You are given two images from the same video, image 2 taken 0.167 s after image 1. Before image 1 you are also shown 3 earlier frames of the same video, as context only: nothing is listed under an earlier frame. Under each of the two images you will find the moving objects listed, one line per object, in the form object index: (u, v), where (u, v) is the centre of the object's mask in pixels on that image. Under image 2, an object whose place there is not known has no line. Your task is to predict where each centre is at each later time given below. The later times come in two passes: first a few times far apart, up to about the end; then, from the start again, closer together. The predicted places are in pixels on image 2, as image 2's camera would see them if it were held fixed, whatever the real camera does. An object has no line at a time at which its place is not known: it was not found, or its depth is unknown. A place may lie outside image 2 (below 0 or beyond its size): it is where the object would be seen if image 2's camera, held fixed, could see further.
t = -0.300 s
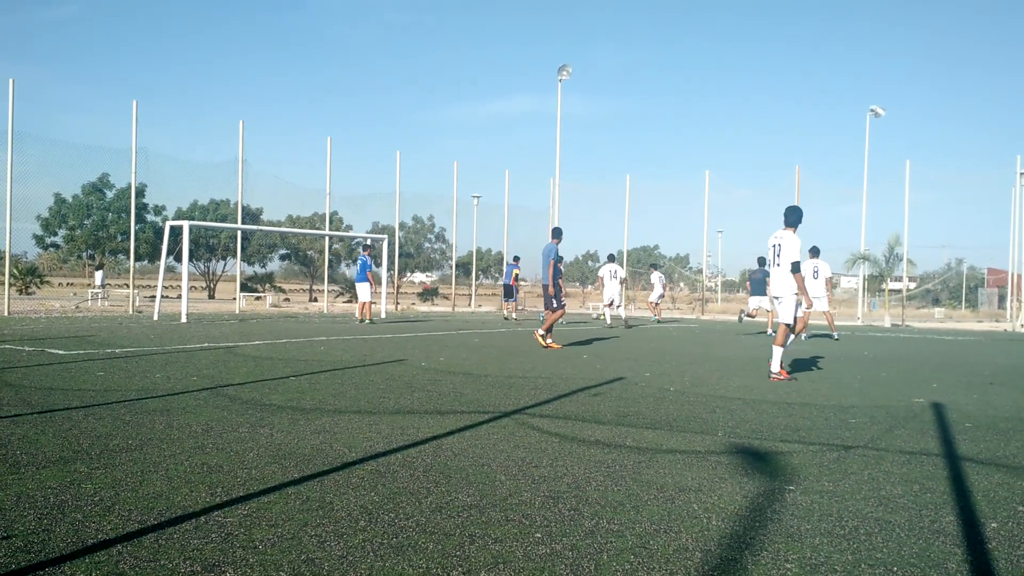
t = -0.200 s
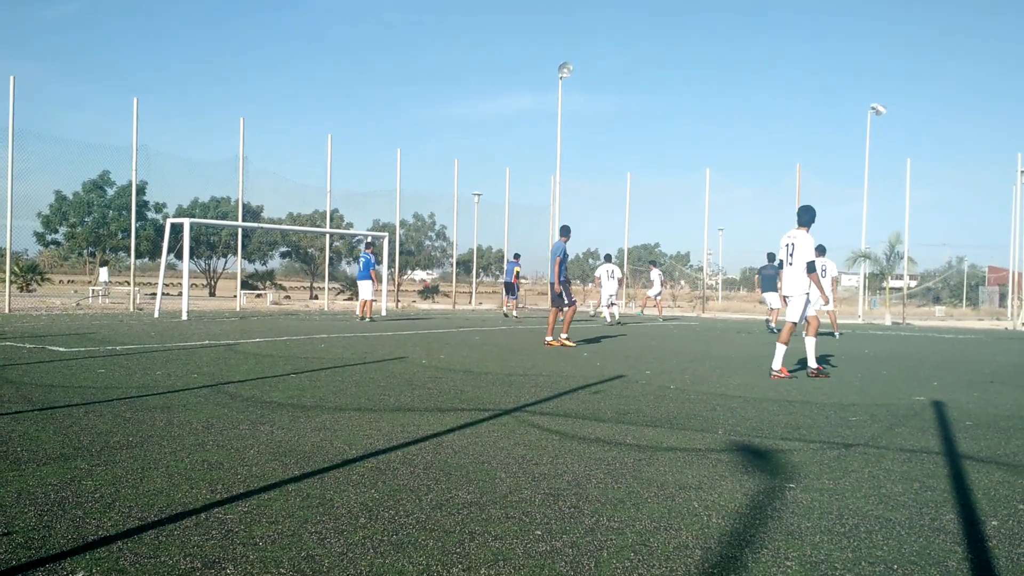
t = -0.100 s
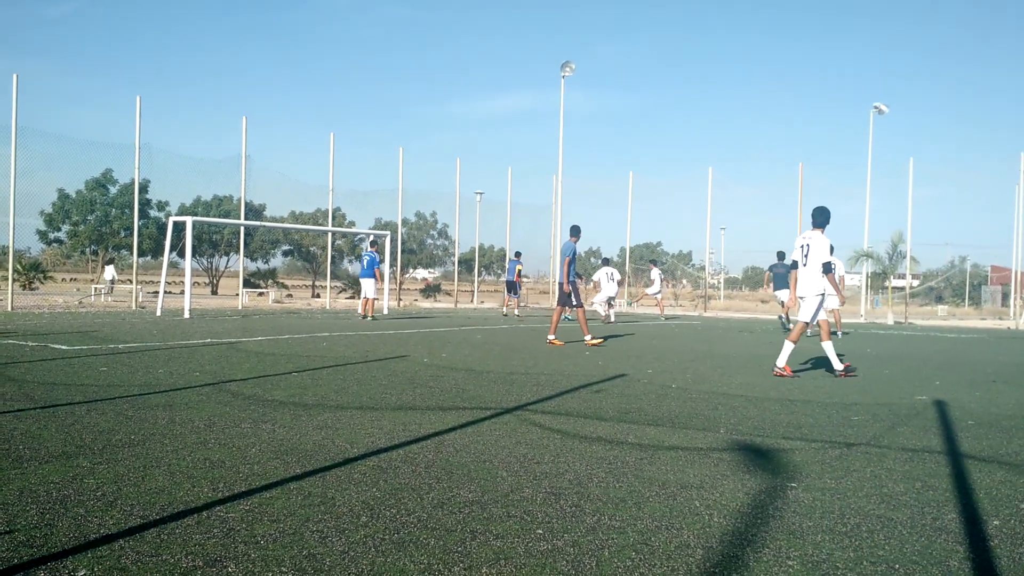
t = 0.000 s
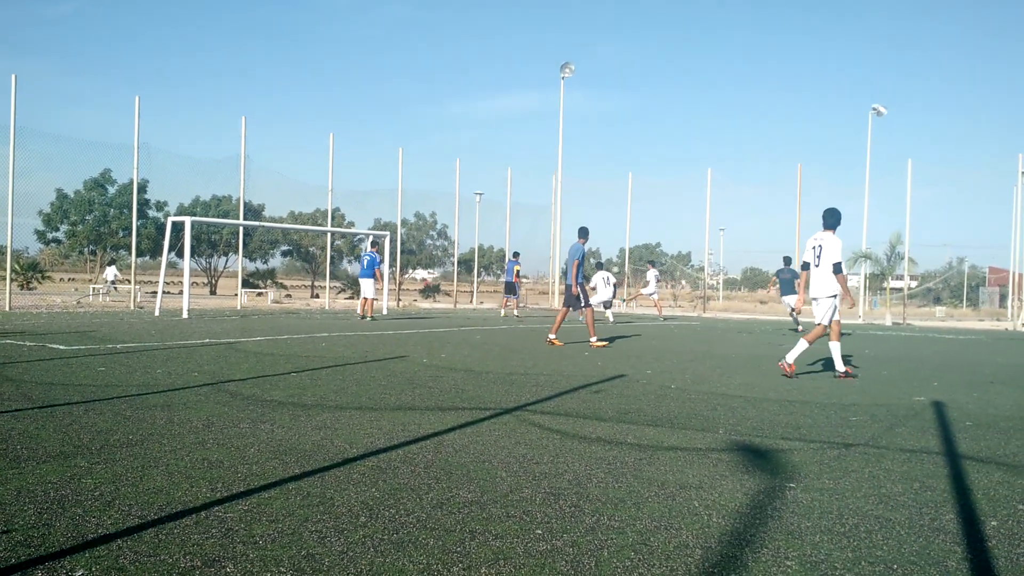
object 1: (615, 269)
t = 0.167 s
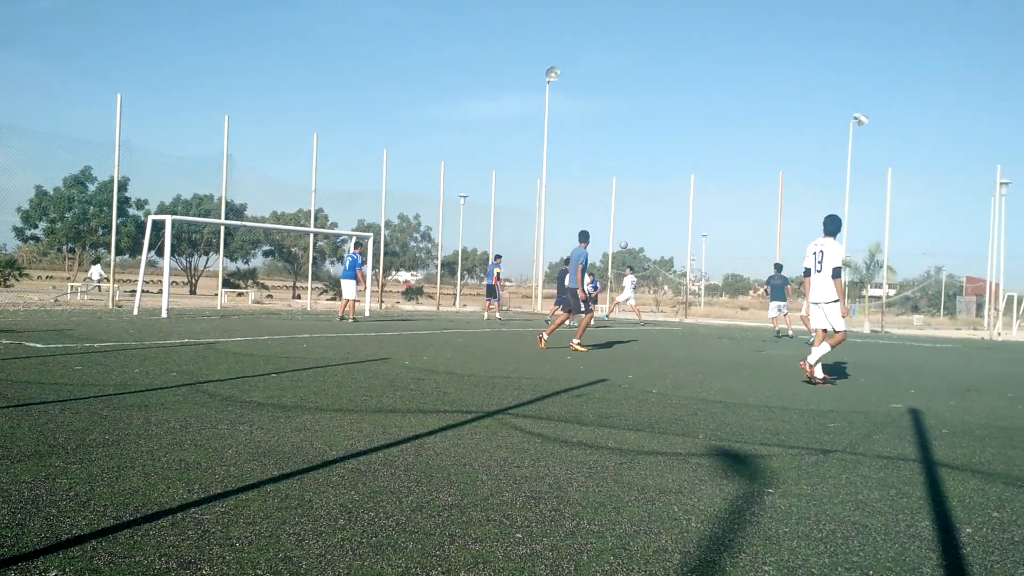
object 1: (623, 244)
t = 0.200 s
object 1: (628, 239)
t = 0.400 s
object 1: (662, 212)
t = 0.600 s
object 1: (711, 199)
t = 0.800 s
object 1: (776, 205)
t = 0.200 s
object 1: (628, 239)
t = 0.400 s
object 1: (662, 212)
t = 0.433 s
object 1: (669, 209)
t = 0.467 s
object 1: (677, 206)
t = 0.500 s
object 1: (685, 203)
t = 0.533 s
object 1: (694, 201)
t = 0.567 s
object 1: (702, 200)
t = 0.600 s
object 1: (711, 199)
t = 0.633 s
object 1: (720, 199)
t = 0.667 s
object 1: (730, 199)
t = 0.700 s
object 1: (741, 199)
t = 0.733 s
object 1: (752, 201)
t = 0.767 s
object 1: (764, 202)
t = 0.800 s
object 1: (776, 205)
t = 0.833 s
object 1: (788, 208)
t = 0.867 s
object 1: (800, 212)
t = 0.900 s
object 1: (814, 217)
